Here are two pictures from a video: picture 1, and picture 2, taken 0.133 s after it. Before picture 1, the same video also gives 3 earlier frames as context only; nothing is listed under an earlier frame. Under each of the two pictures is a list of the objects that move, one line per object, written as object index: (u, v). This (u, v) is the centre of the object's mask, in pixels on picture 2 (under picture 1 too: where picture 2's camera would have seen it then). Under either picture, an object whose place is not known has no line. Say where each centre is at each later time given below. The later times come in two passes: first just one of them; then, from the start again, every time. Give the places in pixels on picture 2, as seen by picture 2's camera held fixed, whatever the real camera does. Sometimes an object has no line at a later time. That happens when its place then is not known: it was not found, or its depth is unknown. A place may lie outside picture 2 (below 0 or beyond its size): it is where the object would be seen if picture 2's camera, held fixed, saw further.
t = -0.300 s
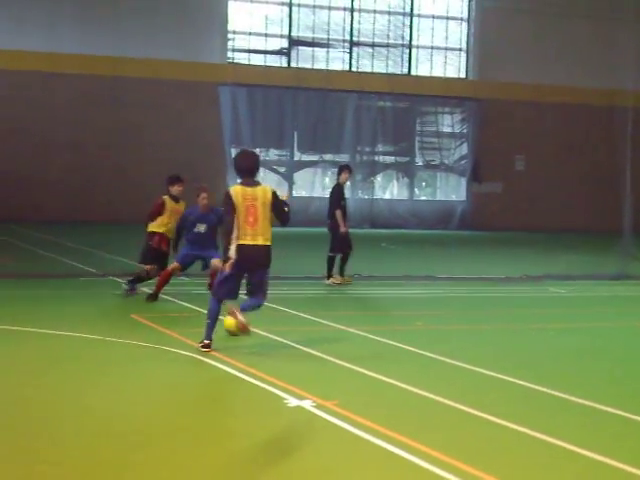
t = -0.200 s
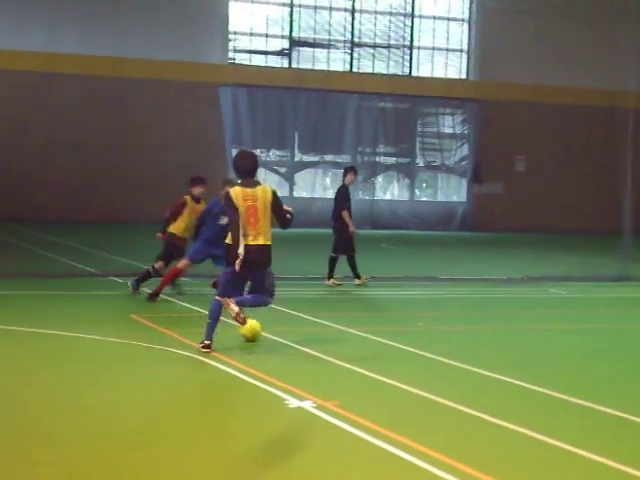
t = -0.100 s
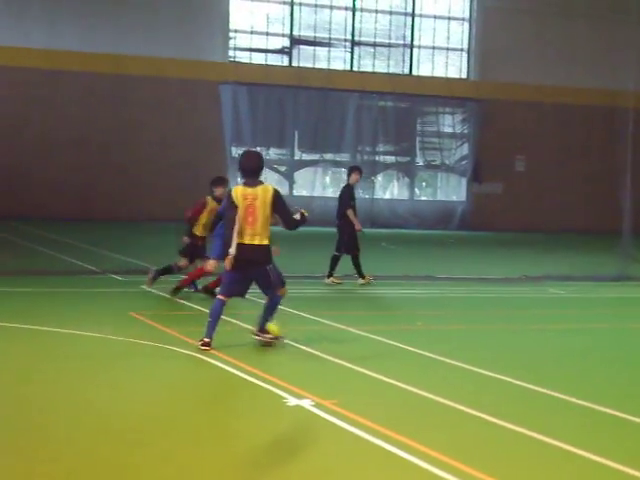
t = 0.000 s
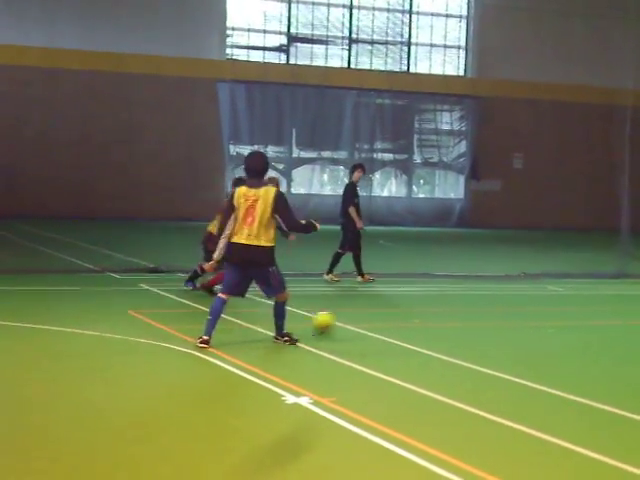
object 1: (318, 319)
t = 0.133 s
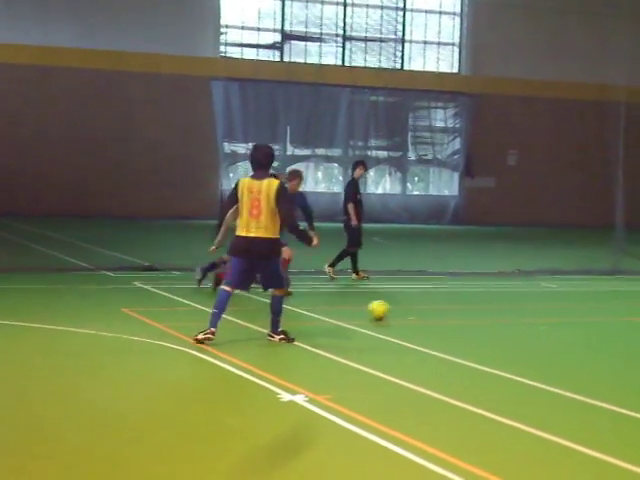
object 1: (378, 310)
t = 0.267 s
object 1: (425, 303)
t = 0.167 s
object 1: (391, 308)
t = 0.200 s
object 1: (403, 307)
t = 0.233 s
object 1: (414, 305)
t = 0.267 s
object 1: (425, 303)
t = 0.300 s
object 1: (435, 301)
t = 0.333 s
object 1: (446, 299)
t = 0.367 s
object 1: (454, 298)
